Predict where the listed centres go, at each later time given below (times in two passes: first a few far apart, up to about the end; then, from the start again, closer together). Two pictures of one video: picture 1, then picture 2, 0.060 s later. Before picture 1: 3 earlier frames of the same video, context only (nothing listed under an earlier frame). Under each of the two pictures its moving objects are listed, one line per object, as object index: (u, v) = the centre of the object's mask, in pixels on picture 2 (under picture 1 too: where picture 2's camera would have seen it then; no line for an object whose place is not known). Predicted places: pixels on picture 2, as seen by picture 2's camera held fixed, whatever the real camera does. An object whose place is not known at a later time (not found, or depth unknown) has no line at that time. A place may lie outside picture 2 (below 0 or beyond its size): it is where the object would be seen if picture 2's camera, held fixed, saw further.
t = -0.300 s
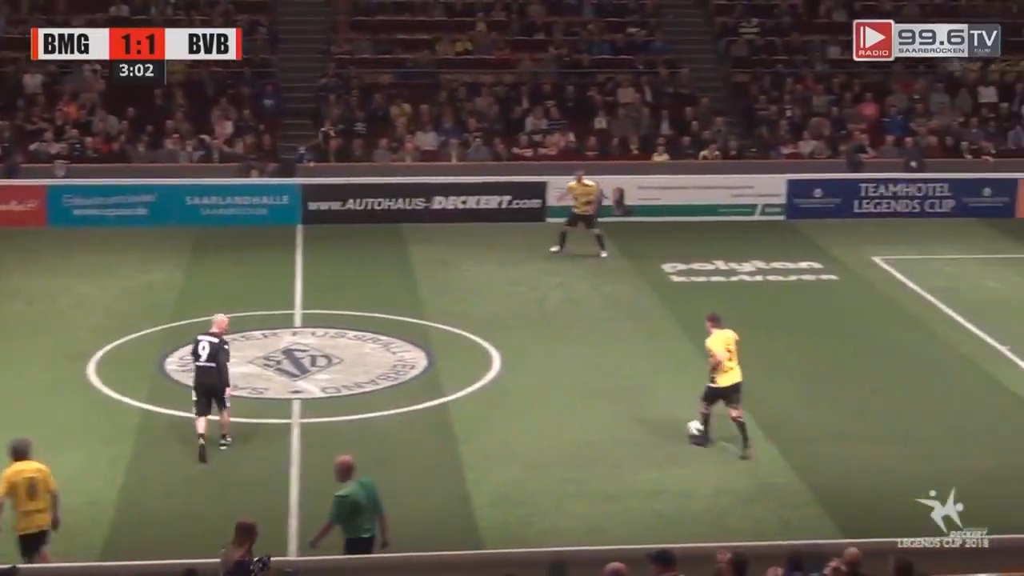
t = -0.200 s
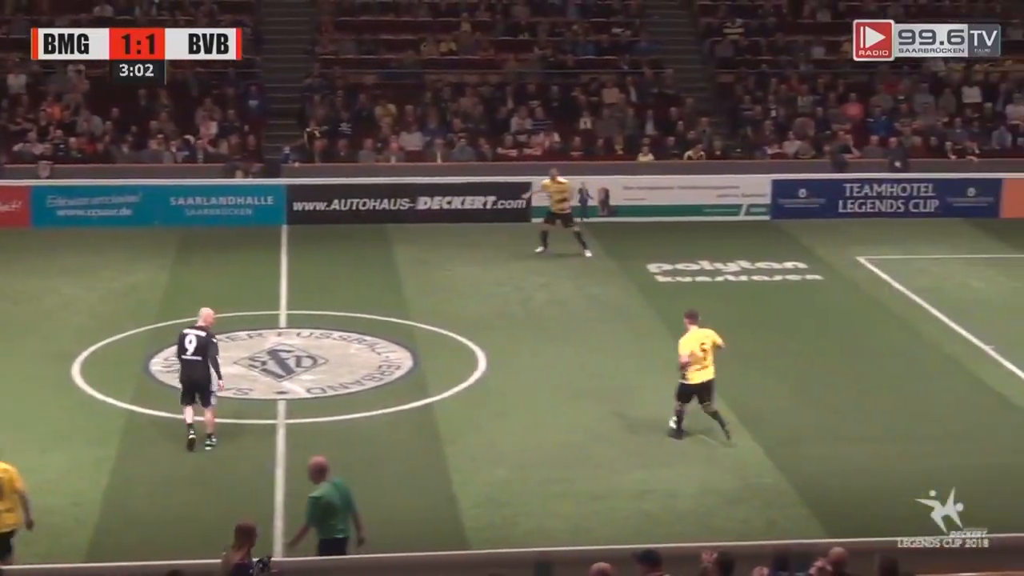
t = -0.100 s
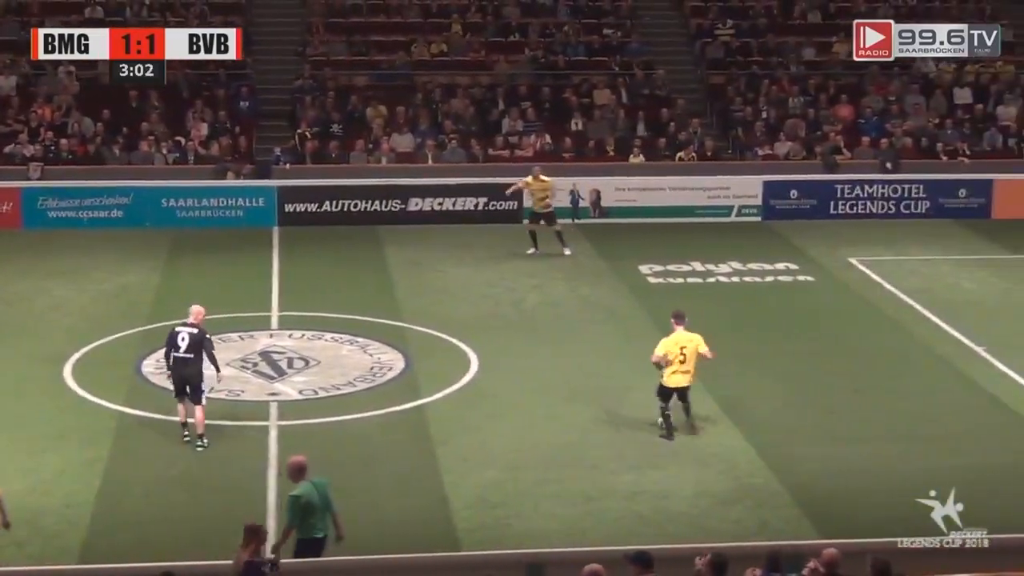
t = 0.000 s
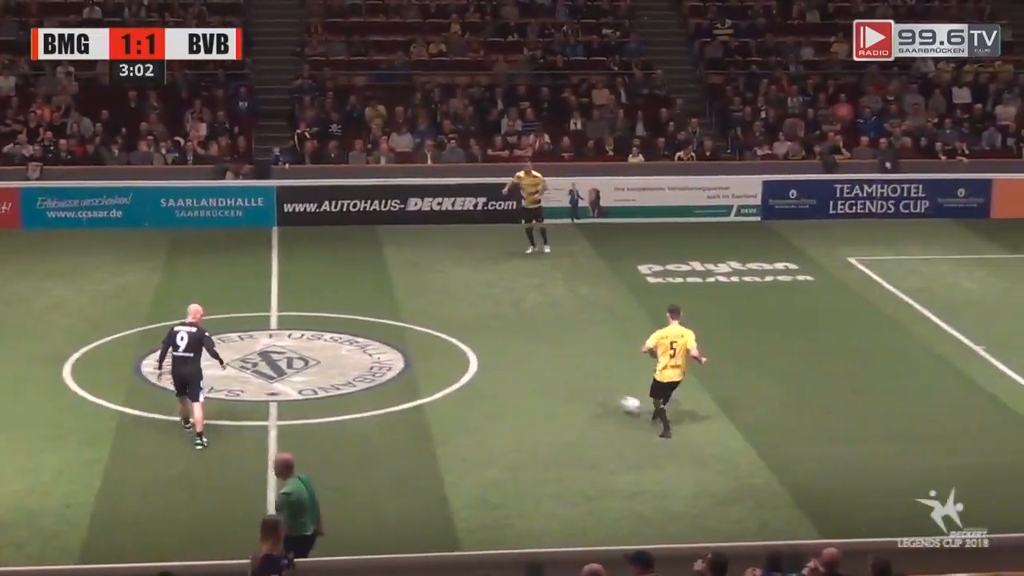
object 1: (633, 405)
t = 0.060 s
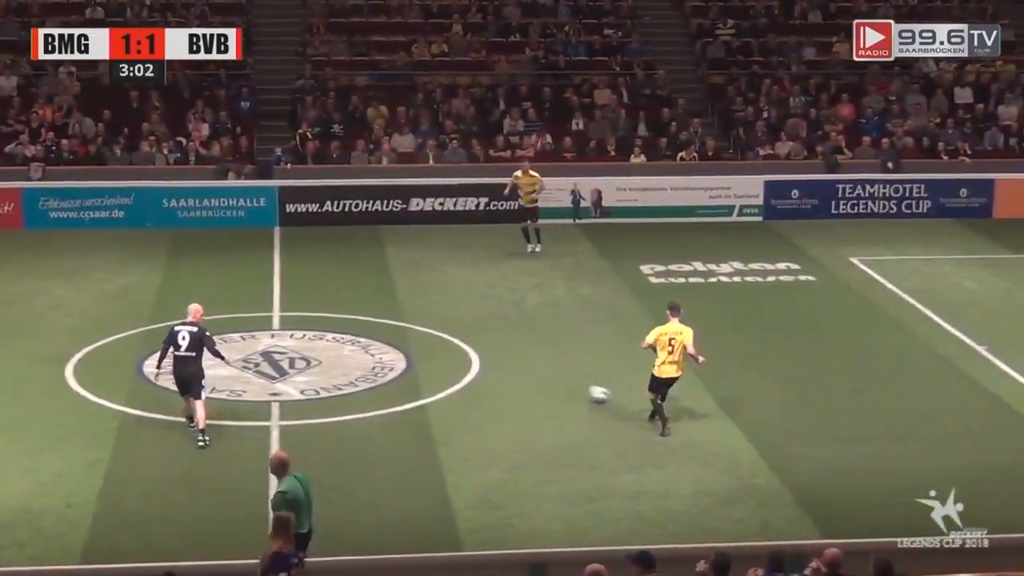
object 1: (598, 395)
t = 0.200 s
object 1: (527, 371)
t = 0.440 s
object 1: (435, 340)
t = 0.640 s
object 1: (377, 321)
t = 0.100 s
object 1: (577, 388)
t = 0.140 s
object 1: (556, 381)
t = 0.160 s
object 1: (547, 378)
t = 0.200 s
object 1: (527, 371)
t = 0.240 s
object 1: (510, 366)
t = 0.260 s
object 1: (501, 363)
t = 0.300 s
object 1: (485, 357)
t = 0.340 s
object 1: (470, 351)
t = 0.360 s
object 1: (462, 349)
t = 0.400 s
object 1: (448, 345)
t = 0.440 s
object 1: (435, 340)
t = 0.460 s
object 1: (428, 338)
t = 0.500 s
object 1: (415, 334)
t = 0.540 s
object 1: (404, 331)
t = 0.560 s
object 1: (398, 329)
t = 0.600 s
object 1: (389, 324)
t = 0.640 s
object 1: (377, 321)
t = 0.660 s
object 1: (372, 319)
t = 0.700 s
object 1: (362, 317)
